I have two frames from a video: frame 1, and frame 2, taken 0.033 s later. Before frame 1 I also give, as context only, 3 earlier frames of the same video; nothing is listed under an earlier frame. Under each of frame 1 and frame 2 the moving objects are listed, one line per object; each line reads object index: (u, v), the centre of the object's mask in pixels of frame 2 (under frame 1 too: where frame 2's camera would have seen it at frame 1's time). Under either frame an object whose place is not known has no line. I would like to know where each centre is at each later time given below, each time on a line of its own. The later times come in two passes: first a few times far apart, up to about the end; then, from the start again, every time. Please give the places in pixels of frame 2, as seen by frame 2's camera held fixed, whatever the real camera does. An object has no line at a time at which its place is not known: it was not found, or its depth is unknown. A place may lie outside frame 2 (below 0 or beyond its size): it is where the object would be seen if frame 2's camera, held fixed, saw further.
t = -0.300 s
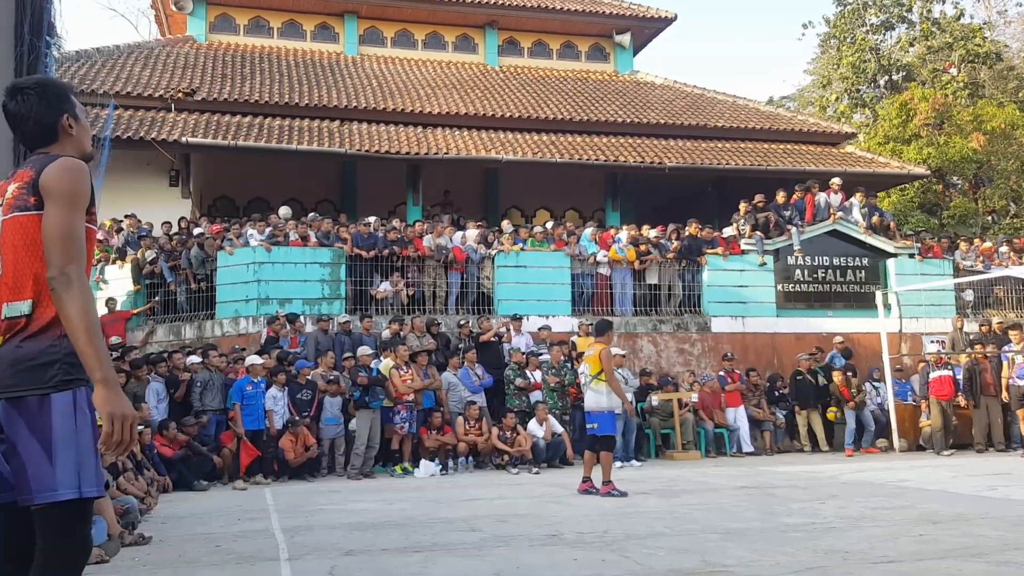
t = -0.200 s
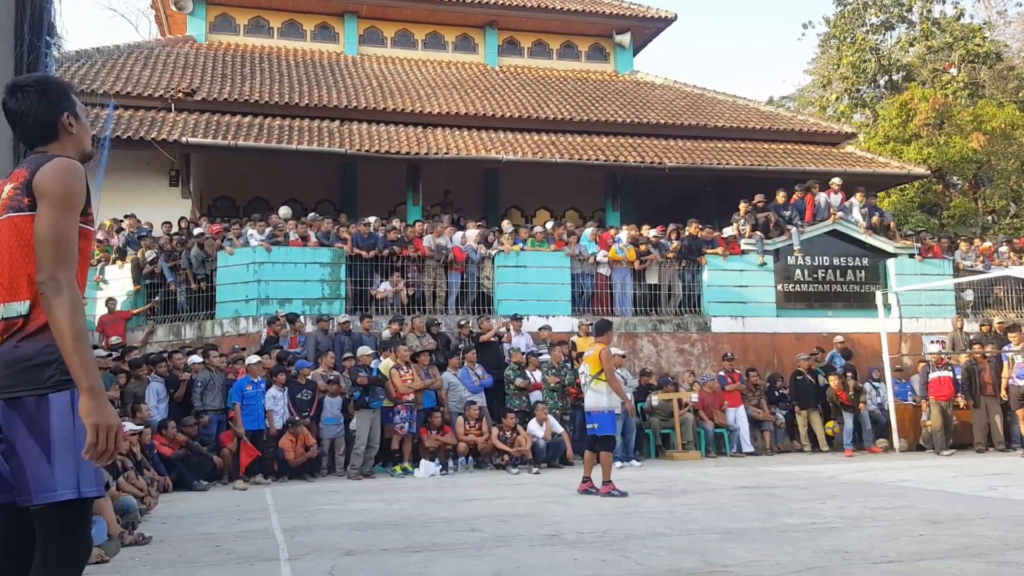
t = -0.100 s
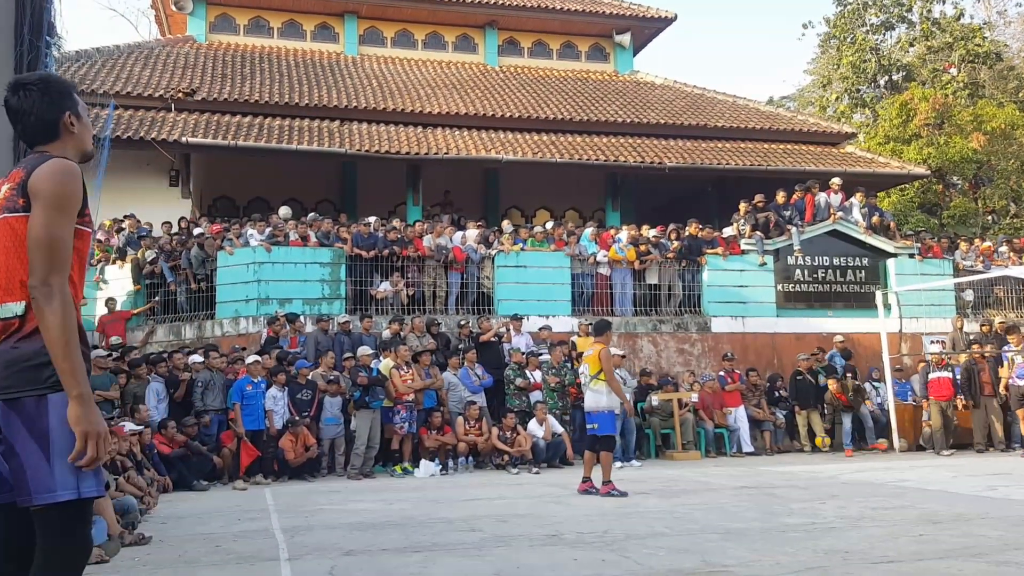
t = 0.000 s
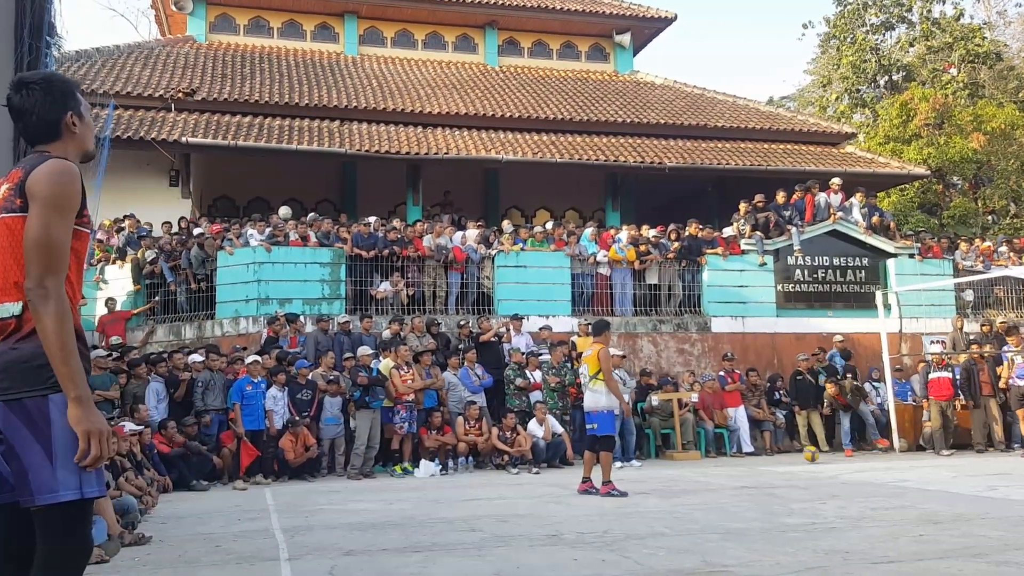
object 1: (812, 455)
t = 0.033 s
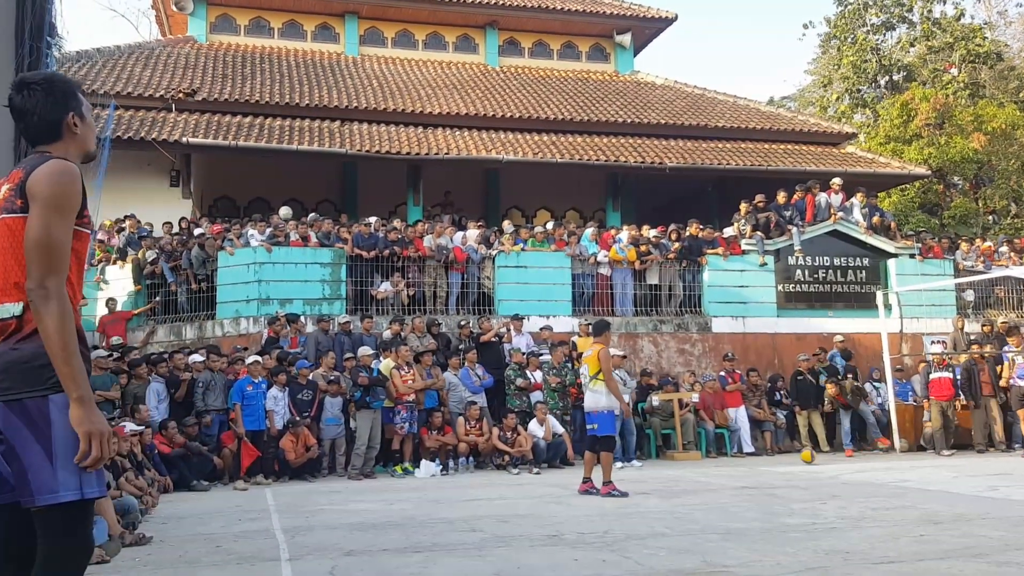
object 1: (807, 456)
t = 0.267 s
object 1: (779, 451)
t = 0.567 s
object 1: (738, 458)
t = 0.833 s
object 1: (695, 478)
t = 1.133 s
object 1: (628, 495)
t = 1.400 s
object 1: (548, 522)
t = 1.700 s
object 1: (416, 555)
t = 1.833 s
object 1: (335, 566)
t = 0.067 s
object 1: (803, 452)
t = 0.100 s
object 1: (800, 450)
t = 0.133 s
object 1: (795, 448)
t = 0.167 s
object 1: (792, 447)
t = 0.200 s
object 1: (788, 448)
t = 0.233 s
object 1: (784, 448)
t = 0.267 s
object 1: (779, 451)
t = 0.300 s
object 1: (776, 454)
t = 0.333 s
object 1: (771, 459)
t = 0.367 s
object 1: (767, 464)
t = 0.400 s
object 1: (763, 467)
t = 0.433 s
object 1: (758, 463)
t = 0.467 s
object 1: (753, 461)
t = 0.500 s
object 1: (748, 459)
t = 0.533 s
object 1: (744, 458)
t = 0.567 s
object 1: (738, 458)
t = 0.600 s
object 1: (734, 459)
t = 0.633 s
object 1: (729, 462)
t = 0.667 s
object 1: (723, 466)
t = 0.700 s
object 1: (718, 472)
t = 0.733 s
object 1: (713, 478)
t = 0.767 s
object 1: (707, 484)
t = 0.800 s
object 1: (701, 480)
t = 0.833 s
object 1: (695, 478)
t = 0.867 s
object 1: (689, 478)
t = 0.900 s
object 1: (682, 478)
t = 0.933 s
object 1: (675, 480)
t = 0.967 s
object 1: (668, 484)
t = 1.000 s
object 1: (660, 489)
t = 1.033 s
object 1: (653, 495)
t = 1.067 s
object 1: (646, 500)
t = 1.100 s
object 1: (637, 497)
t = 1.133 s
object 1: (628, 495)
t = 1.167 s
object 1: (619, 494)
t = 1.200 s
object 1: (610, 495)
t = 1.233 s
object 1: (600, 498)
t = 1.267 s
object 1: (591, 502)
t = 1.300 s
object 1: (581, 509)
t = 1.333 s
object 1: (571, 518)
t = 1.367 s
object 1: (560, 524)
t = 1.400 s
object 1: (548, 522)
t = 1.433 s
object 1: (536, 522)
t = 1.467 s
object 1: (523, 523)
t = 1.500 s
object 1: (510, 527)
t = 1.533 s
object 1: (496, 533)
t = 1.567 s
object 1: (482, 542)
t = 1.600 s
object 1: (467, 547)
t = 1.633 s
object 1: (451, 548)
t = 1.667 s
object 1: (434, 550)
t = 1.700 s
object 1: (416, 555)
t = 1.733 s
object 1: (398, 560)
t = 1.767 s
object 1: (379, 564)
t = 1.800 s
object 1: (357, 565)
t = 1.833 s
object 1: (335, 566)
